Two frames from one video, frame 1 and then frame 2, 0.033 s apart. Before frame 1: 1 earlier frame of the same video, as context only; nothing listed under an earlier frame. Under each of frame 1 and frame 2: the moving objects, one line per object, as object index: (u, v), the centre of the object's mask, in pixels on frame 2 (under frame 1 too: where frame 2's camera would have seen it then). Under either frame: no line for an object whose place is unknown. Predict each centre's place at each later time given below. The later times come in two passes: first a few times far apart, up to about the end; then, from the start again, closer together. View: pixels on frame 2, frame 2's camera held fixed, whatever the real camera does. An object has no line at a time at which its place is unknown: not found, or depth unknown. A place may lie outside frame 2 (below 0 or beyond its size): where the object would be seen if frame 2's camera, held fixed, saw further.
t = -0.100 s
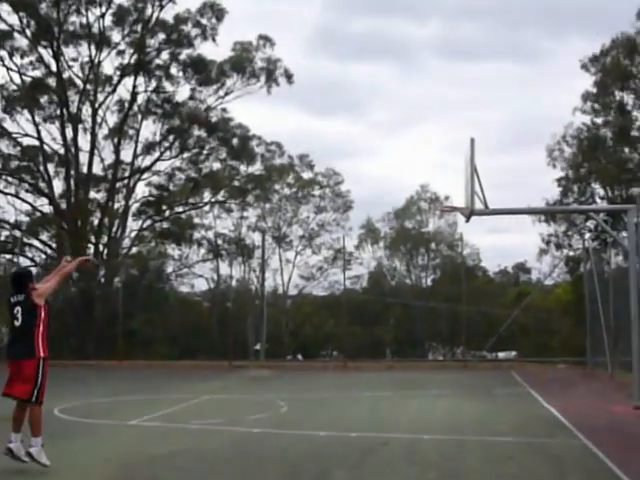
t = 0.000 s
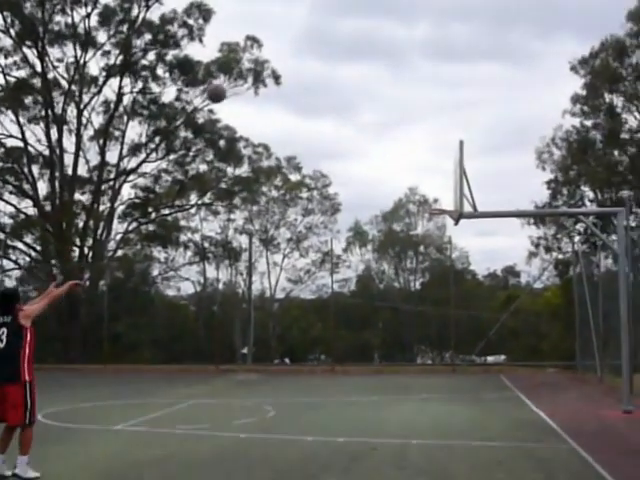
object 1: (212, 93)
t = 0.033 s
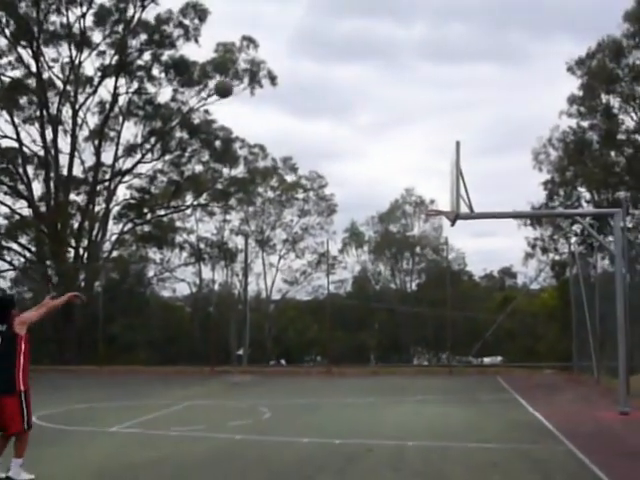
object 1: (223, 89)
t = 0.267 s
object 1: (293, 79)
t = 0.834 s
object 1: (425, 200)
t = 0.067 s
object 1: (234, 84)
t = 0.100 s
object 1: (245, 81)
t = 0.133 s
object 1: (255, 80)
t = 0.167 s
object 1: (265, 78)
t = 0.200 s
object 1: (275, 77)
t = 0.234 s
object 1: (284, 78)
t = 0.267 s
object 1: (293, 79)
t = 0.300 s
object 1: (302, 82)
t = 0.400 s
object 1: (328, 93)
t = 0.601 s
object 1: (376, 131)
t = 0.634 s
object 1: (384, 139)
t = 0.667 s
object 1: (391, 148)
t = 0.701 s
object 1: (400, 158)
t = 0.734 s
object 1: (407, 167)
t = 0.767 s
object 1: (415, 177)
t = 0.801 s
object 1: (422, 188)
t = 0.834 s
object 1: (425, 200)
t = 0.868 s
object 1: (432, 211)
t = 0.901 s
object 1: (433, 222)
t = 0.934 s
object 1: (431, 232)
